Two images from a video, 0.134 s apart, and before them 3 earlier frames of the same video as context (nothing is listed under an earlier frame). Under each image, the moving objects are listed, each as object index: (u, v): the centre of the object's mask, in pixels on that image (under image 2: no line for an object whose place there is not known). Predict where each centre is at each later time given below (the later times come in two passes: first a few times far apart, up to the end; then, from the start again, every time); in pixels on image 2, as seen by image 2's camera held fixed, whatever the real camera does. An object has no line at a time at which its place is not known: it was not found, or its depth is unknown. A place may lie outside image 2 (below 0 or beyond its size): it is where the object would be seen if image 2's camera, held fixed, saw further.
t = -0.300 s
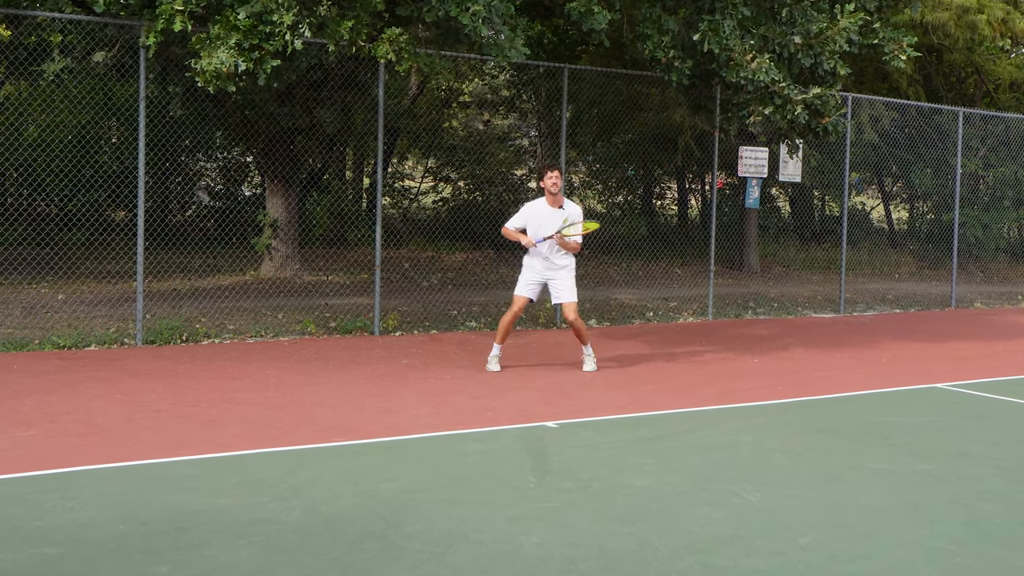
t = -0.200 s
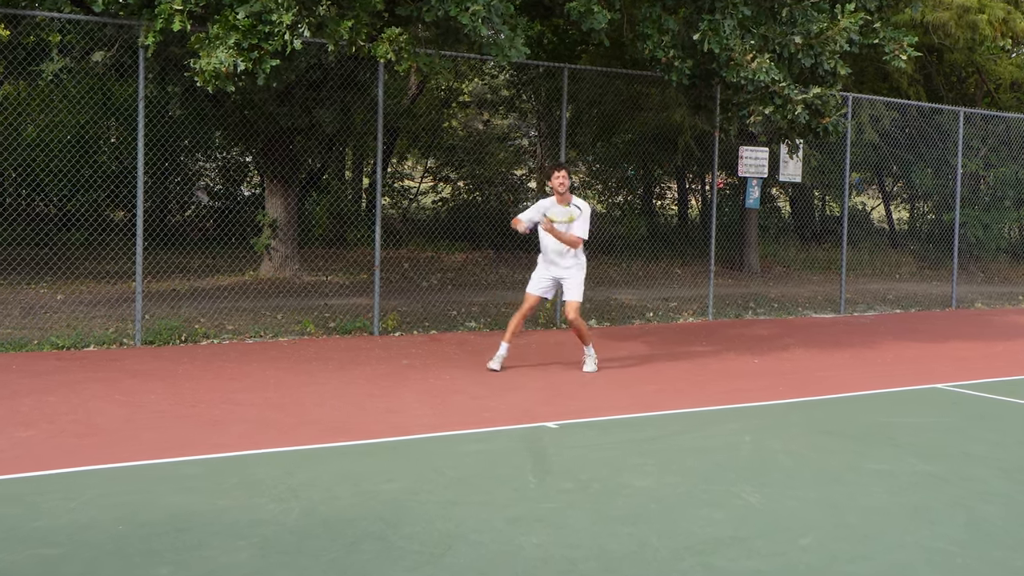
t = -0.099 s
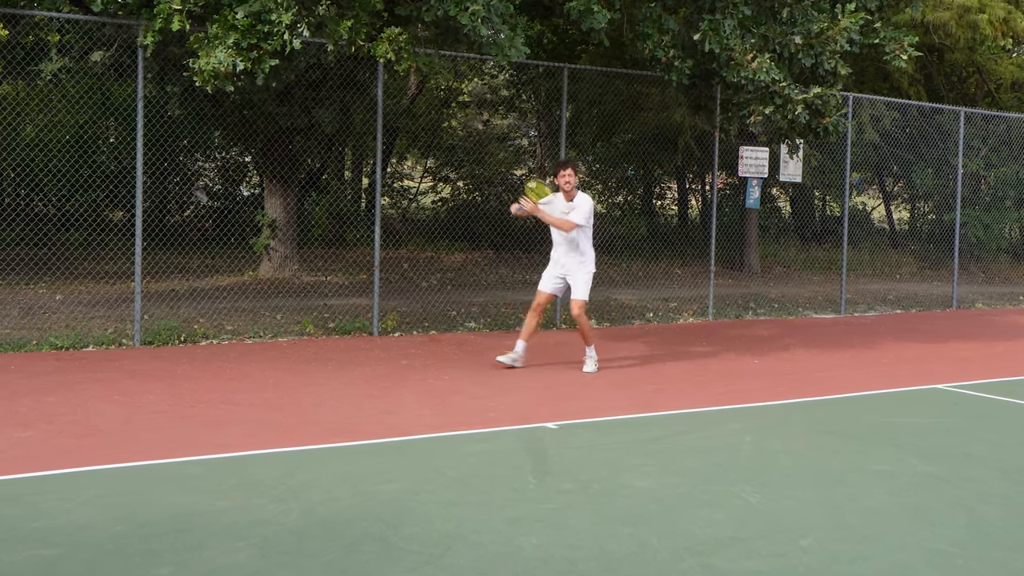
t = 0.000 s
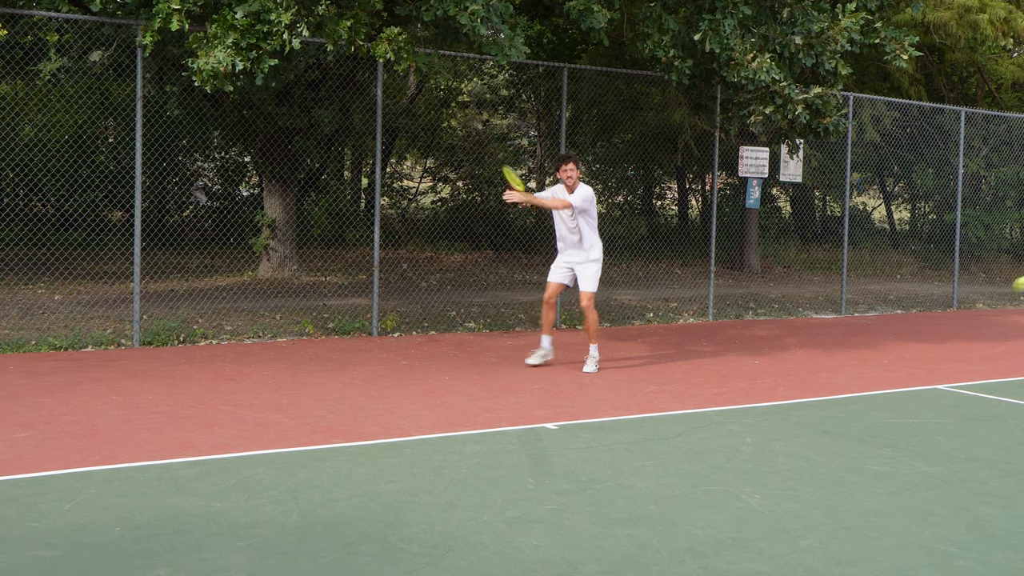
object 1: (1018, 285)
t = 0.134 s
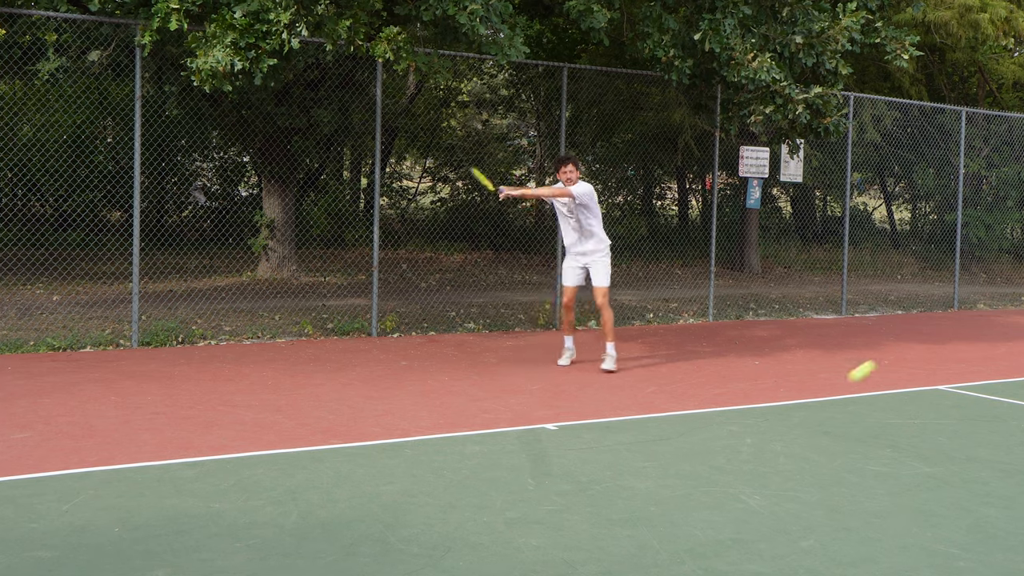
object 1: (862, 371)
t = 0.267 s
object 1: (740, 422)
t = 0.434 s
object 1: (640, 304)
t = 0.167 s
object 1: (828, 394)
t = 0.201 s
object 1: (794, 419)
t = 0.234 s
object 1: (765, 443)
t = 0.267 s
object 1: (740, 422)
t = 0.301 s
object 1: (718, 392)
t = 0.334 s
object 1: (697, 366)
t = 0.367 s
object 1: (677, 342)
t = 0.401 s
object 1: (658, 321)
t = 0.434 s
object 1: (640, 304)
